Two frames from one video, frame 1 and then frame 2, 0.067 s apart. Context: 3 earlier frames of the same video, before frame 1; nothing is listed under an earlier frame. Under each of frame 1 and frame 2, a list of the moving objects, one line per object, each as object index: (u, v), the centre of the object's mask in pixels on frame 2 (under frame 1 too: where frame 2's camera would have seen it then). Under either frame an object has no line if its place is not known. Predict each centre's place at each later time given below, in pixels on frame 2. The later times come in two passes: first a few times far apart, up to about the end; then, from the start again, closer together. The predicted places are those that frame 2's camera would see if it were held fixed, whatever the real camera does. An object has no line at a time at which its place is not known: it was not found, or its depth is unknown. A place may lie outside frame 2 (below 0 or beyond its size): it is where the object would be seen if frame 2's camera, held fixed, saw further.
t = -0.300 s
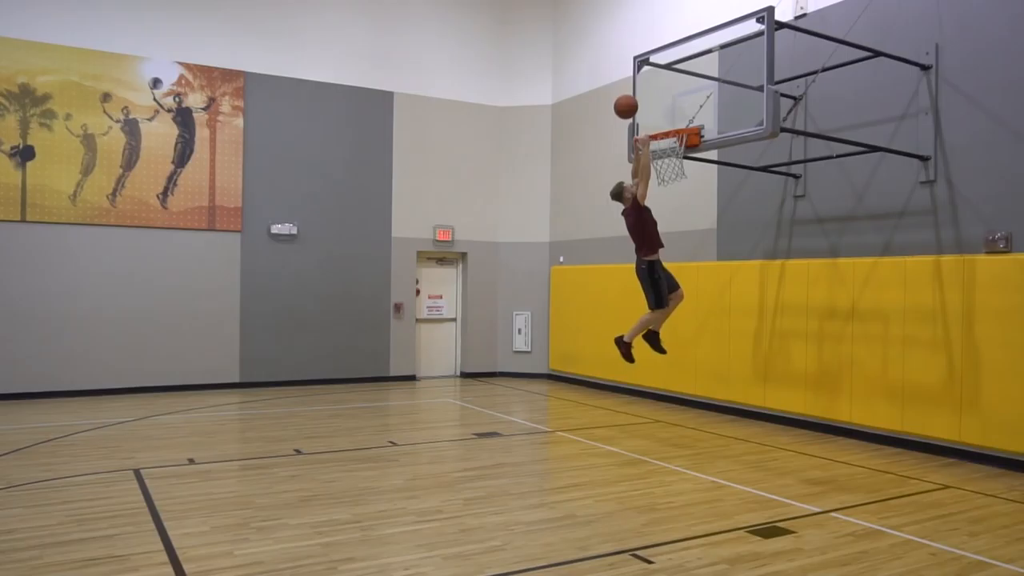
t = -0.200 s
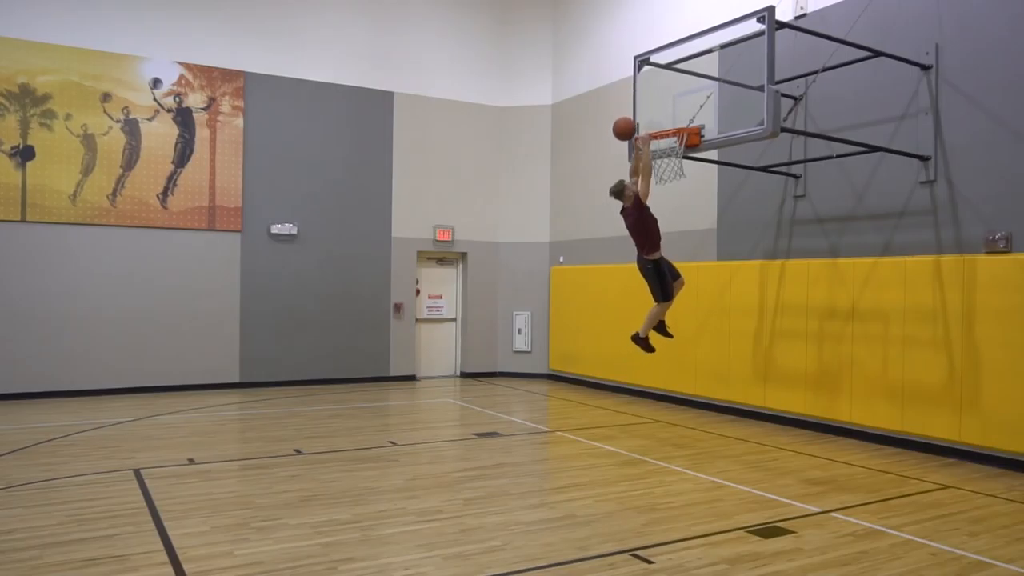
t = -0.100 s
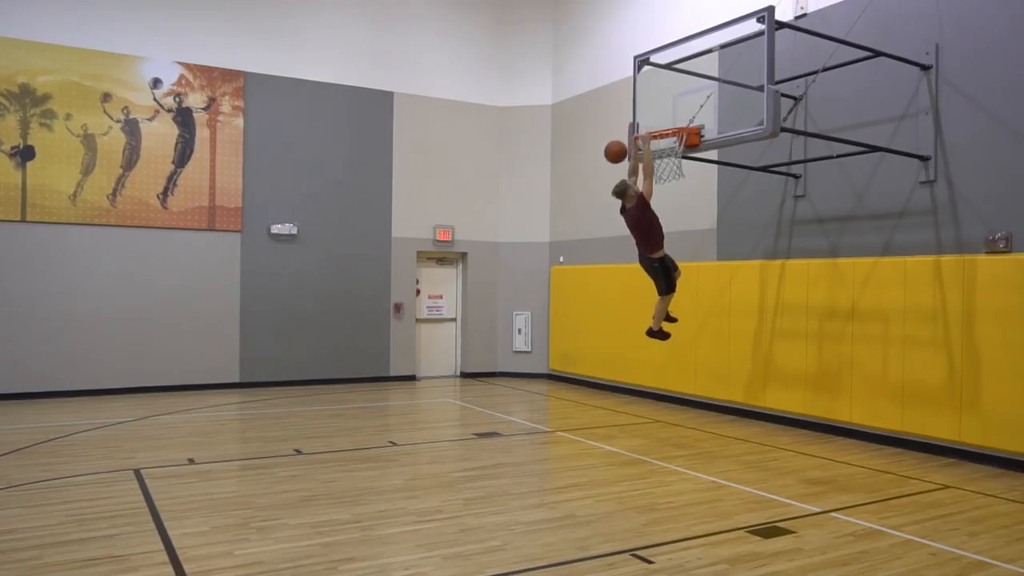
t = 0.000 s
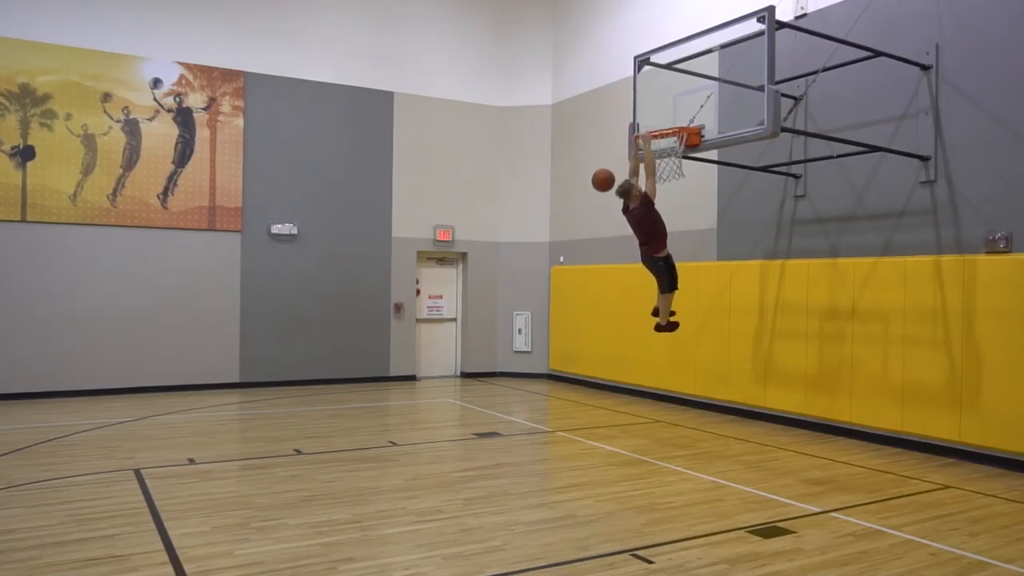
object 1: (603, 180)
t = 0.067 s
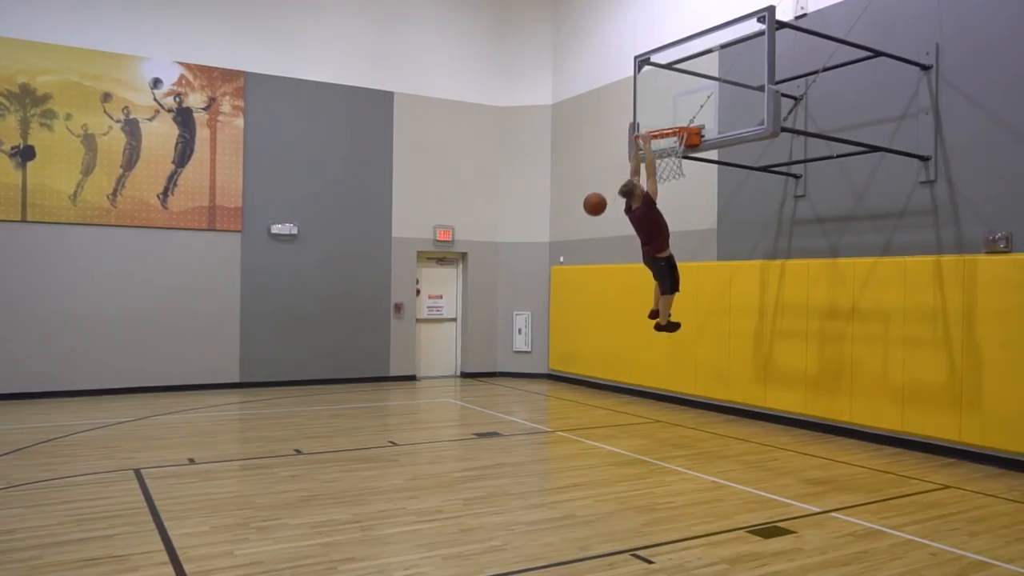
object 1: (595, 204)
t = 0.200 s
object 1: (578, 265)
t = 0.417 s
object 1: (550, 401)
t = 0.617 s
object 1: (525, 361)
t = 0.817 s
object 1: (499, 290)
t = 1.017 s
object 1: (470, 256)
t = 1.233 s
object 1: (438, 265)
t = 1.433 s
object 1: (406, 320)
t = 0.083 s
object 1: (592, 211)
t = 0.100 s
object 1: (590, 218)
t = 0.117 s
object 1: (588, 225)
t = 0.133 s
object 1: (586, 232)
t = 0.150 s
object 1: (584, 240)
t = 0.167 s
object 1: (582, 248)
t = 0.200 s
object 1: (578, 265)
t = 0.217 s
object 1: (576, 274)
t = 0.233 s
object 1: (574, 283)
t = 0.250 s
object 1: (572, 292)
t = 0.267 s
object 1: (569, 302)
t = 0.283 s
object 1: (567, 312)
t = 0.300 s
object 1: (565, 322)
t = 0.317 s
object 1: (563, 333)
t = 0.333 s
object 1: (561, 343)
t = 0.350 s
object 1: (559, 354)
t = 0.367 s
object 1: (557, 365)
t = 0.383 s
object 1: (555, 376)
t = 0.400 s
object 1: (553, 388)
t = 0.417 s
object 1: (550, 401)
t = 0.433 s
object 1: (548, 413)
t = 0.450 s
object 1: (546, 426)
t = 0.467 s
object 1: (544, 437)
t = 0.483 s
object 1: (542, 428)
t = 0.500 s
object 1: (540, 418)
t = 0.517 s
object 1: (538, 409)
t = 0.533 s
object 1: (536, 401)
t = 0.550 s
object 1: (534, 393)
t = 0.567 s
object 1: (532, 384)
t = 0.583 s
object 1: (530, 376)
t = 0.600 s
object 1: (528, 369)
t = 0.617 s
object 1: (525, 361)
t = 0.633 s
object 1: (523, 354)
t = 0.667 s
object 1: (519, 340)
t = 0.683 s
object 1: (517, 333)
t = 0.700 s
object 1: (514, 327)
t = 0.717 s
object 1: (512, 321)
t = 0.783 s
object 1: (503, 299)
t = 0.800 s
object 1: (501, 294)
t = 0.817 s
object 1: (499, 290)
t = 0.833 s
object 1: (497, 285)
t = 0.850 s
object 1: (494, 281)
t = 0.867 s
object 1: (492, 278)
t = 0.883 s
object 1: (489, 274)
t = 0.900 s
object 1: (487, 271)
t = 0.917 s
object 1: (485, 268)
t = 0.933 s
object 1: (482, 265)
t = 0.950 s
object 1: (480, 263)
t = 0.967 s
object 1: (478, 261)
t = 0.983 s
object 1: (476, 259)
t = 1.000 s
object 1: (473, 257)
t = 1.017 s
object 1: (470, 256)
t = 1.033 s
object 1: (468, 255)
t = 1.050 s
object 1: (465, 255)
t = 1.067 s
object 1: (463, 254)
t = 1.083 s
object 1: (460, 254)
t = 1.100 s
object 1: (458, 254)
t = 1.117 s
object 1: (455, 255)
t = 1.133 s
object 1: (453, 255)
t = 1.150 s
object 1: (450, 256)
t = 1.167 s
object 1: (448, 258)
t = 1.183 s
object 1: (446, 259)
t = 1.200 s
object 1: (443, 261)
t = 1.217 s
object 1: (440, 263)
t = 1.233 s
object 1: (438, 265)
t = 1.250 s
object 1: (435, 268)
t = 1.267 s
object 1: (432, 272)
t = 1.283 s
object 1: (429, 275)
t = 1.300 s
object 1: (427, 279)
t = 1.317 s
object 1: (424, 283)
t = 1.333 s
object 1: (422, 287)
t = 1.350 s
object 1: (419, 292)
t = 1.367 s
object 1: (416, 297)
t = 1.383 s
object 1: (414, 301)
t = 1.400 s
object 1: (411, 307)
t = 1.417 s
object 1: (407, 313)
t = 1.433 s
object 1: (406, 320)
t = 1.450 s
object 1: (403, 326)
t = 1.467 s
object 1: (400, 333)
